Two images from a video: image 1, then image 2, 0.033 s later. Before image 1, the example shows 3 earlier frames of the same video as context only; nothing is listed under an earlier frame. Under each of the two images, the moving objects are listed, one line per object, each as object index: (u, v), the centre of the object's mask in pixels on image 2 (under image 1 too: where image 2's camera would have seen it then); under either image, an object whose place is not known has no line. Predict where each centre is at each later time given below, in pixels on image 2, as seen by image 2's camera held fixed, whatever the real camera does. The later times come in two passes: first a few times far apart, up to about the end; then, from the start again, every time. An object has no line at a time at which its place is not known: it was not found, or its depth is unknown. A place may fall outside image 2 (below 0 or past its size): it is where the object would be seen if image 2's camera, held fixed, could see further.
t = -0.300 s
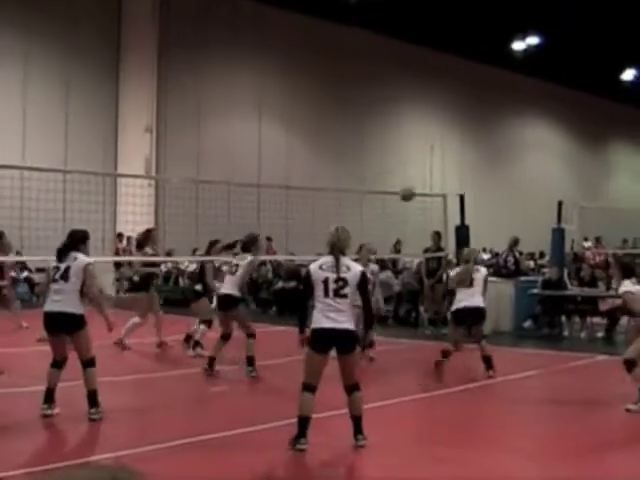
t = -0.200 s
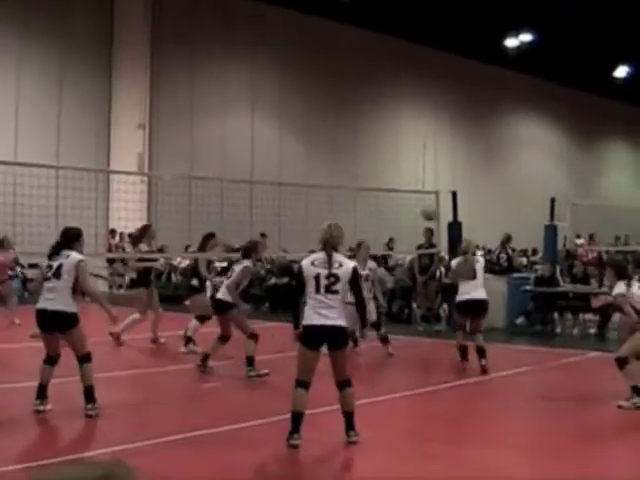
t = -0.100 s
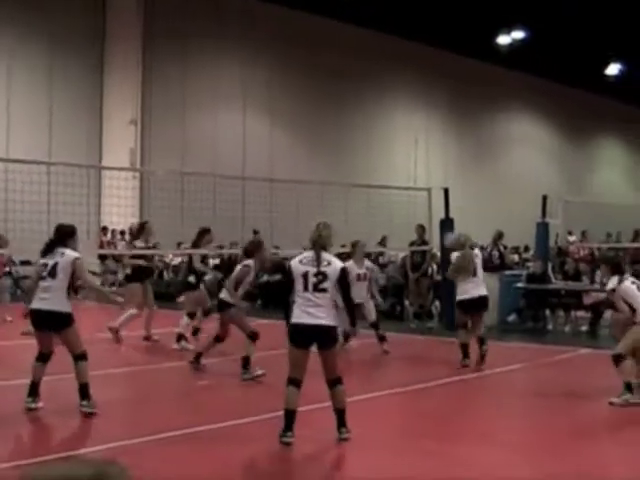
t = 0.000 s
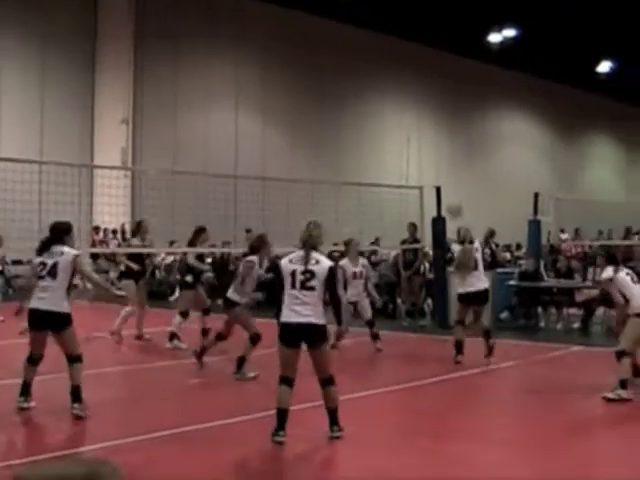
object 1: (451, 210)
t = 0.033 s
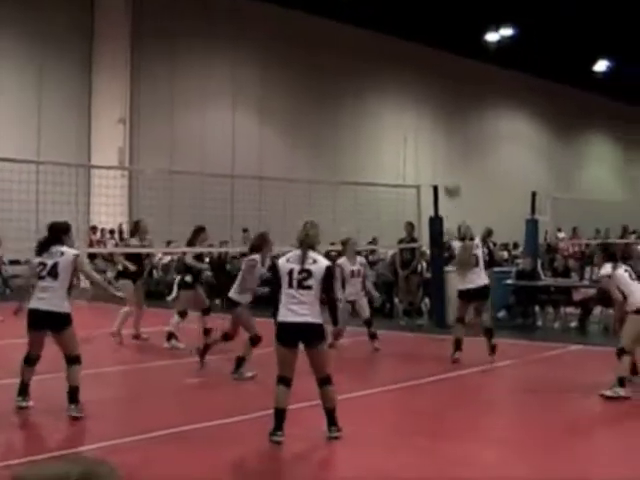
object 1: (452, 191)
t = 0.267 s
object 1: (450, 81)
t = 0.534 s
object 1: (450, 25)
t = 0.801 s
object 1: (450, 20)
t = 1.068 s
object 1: (450, 64)
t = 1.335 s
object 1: (449, 160)
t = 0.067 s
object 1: (453, 173)
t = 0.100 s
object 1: (452, 155)
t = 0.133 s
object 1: (453, 139)
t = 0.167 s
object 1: (454, 121)
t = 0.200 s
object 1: (452, 107)
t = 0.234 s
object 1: (450, 93)
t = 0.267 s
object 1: (450, 81)
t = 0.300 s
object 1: (450, 72)
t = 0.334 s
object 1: (450, 63)
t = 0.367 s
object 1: (450, 54)
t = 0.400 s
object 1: (451, 47)
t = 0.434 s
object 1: (451, 40)
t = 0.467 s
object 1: (451, 34)
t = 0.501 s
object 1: (451, 29)
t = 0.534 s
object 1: (450, 25)
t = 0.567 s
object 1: (450, 22)
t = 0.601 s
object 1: (450, 18)
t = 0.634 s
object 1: (450, 17)
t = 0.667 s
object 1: (450, 16)
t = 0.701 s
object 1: (450, 16)
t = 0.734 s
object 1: (450, 16)
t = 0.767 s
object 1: (450, 18)
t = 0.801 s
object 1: (450, 20)
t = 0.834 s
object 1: (450, 23)
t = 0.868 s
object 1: (450, 27)
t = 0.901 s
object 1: (450, 31)
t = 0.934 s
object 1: (451, 37)
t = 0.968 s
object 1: (450, 42)
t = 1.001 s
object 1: (451, 48)
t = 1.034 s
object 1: (450, 56)
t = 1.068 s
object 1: (450, 64)
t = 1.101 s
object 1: (450, 73)
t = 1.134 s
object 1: (449, 82)
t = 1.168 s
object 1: (450, 92)
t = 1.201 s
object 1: (449, 104)
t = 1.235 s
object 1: (451, 116)
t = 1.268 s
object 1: (451, 132)
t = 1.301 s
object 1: (450, 146)
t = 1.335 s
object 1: (449, 160)
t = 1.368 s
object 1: (449, 173)
